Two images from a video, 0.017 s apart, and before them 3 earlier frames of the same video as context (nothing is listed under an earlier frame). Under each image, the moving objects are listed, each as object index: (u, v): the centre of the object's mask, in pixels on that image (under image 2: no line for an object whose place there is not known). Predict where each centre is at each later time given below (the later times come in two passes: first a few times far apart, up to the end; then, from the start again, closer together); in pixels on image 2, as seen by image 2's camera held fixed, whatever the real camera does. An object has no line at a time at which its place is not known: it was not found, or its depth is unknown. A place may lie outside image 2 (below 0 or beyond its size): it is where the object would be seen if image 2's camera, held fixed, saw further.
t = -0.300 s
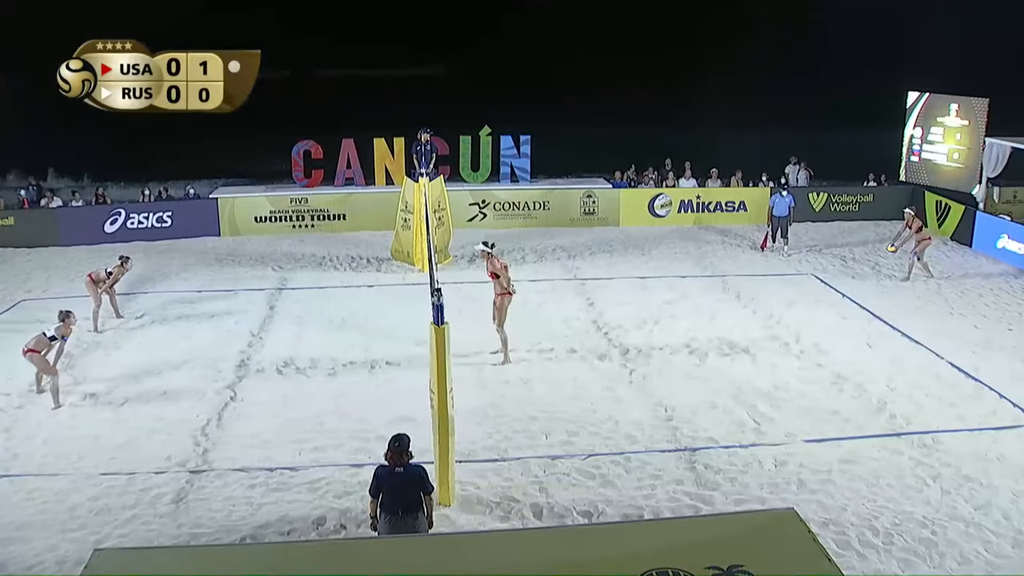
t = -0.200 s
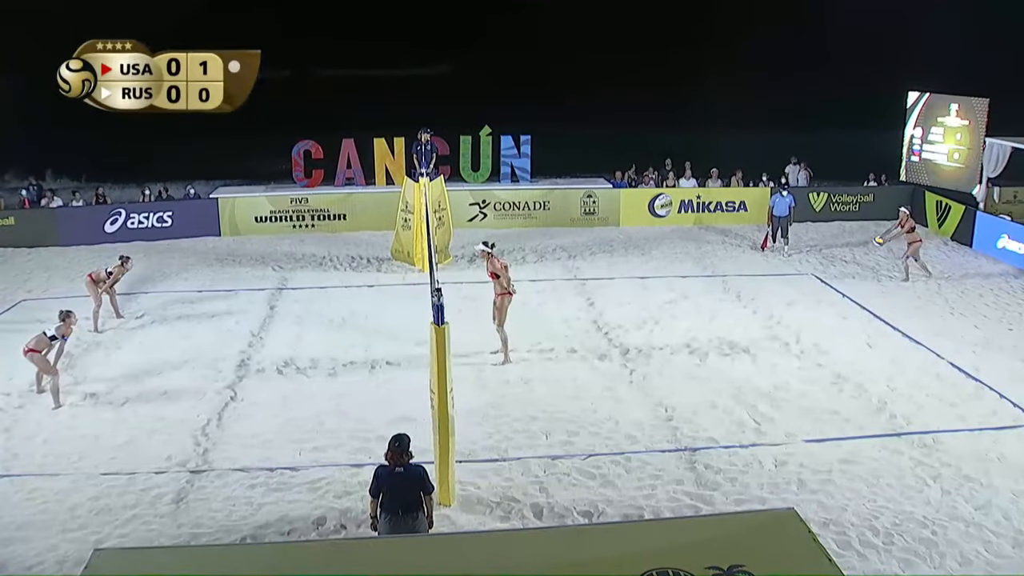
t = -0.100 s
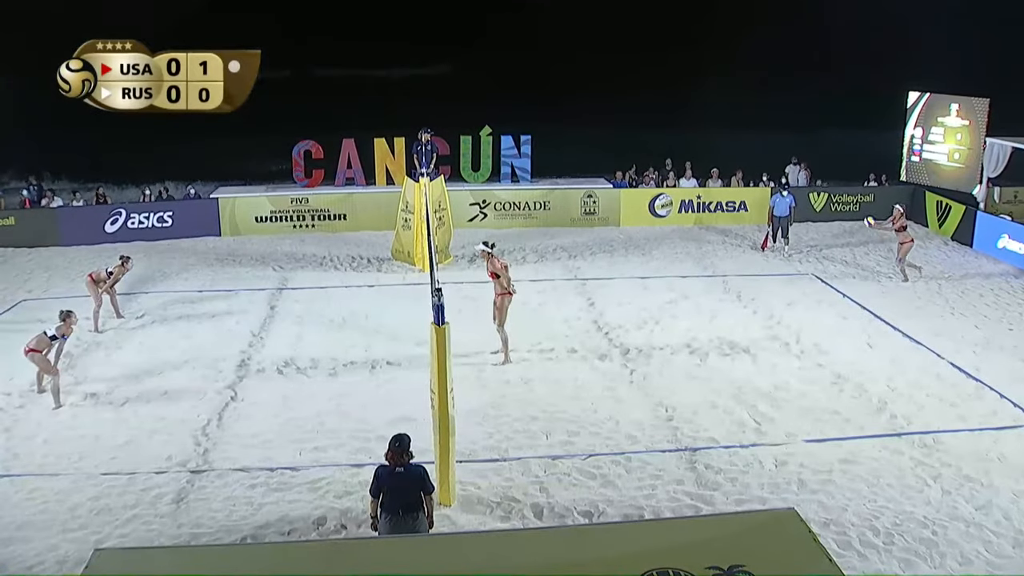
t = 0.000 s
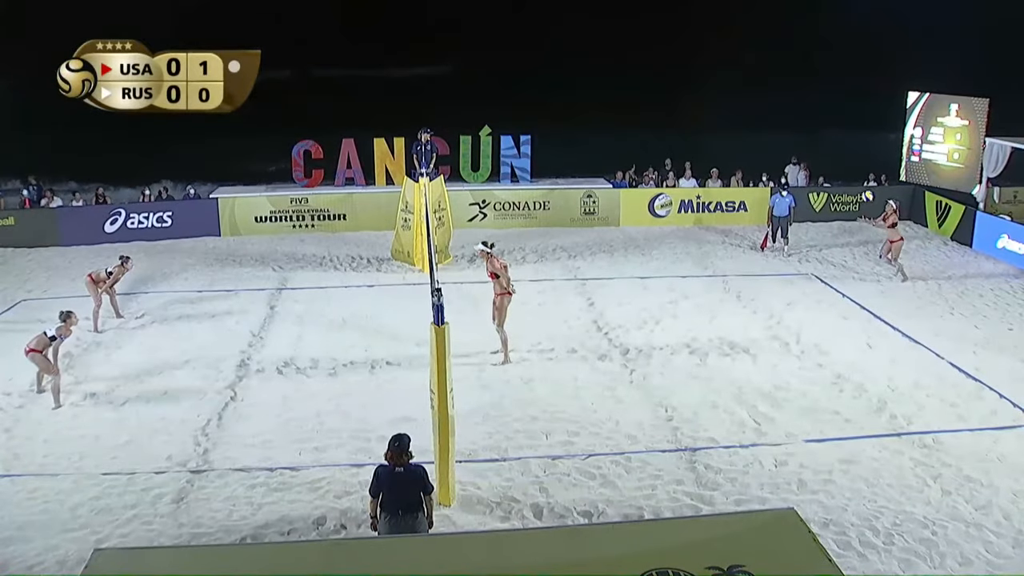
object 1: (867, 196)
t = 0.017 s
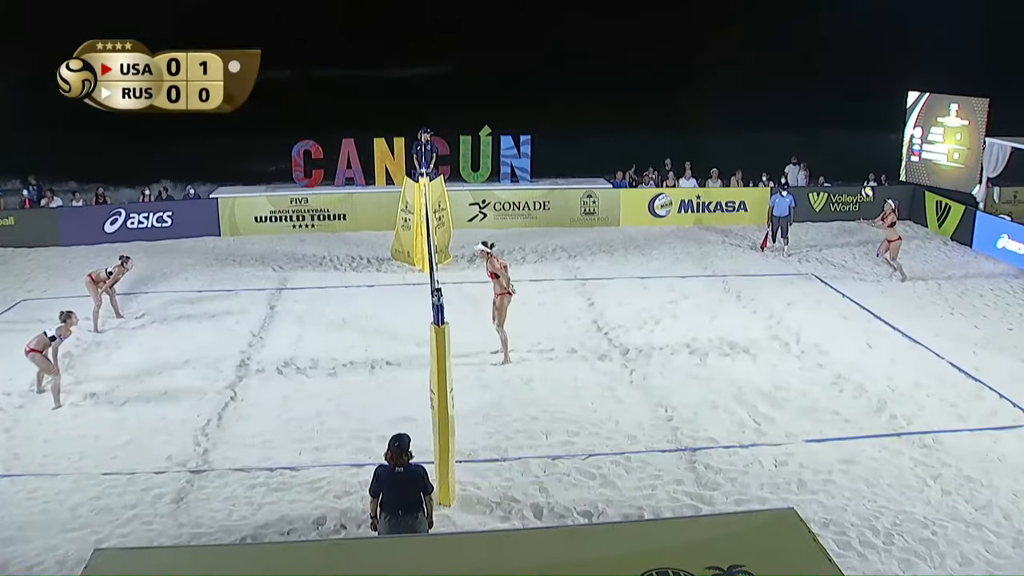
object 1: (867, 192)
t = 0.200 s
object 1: (863, 158)
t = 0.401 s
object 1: (859, 139)
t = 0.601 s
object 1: (856, 141)
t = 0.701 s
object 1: (855, 149)
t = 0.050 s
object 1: (866, 185)
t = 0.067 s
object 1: (866, 181)
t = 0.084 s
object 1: (866, 178)
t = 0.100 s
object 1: (865, 174)
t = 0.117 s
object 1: (865, 171)
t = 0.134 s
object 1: (865, 168)
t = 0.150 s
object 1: (864, 166)
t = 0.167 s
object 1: (864, 163)
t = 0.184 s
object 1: (864, 160)
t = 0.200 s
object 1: (863, 158)
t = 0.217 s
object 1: (863, 156)
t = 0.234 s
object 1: (863, 153)
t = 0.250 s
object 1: (862, 151)
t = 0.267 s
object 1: (862, 149)
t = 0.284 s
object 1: (862, 148)
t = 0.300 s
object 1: (862, 146)
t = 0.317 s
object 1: (861, 145)
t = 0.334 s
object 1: (861, 143)
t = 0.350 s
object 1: (860, 142)
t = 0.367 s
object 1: (860, 141)
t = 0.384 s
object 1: (860, 140)
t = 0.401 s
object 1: (859, 139)
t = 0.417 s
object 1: (859, 139)
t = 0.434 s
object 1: (859, 138)
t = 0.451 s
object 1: (858, 138)
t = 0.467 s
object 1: (858, 137)
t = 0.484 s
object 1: (858, 137)
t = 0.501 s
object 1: (857, 137)
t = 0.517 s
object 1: (857, 138)
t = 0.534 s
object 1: (857, 138)
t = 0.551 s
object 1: (857, 138)
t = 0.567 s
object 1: (856, 139)
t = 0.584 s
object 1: (856, 140)
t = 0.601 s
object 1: (856, 141)
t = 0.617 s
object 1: (856, 141)
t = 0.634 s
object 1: (855, 143)
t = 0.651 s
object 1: (855, 144)
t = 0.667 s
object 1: (855, 145)
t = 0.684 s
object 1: (855, 147)
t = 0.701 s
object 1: (855, 149)
